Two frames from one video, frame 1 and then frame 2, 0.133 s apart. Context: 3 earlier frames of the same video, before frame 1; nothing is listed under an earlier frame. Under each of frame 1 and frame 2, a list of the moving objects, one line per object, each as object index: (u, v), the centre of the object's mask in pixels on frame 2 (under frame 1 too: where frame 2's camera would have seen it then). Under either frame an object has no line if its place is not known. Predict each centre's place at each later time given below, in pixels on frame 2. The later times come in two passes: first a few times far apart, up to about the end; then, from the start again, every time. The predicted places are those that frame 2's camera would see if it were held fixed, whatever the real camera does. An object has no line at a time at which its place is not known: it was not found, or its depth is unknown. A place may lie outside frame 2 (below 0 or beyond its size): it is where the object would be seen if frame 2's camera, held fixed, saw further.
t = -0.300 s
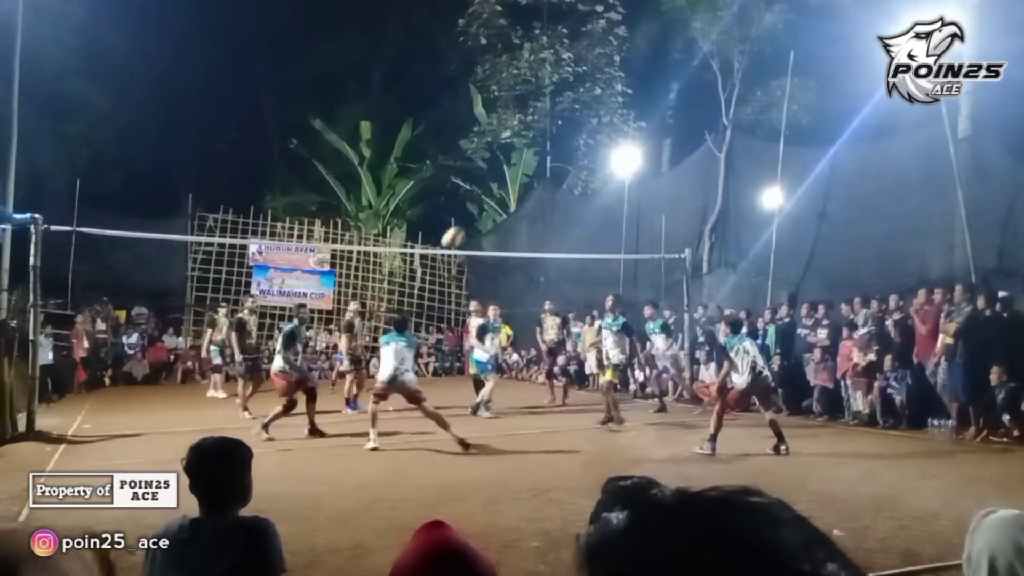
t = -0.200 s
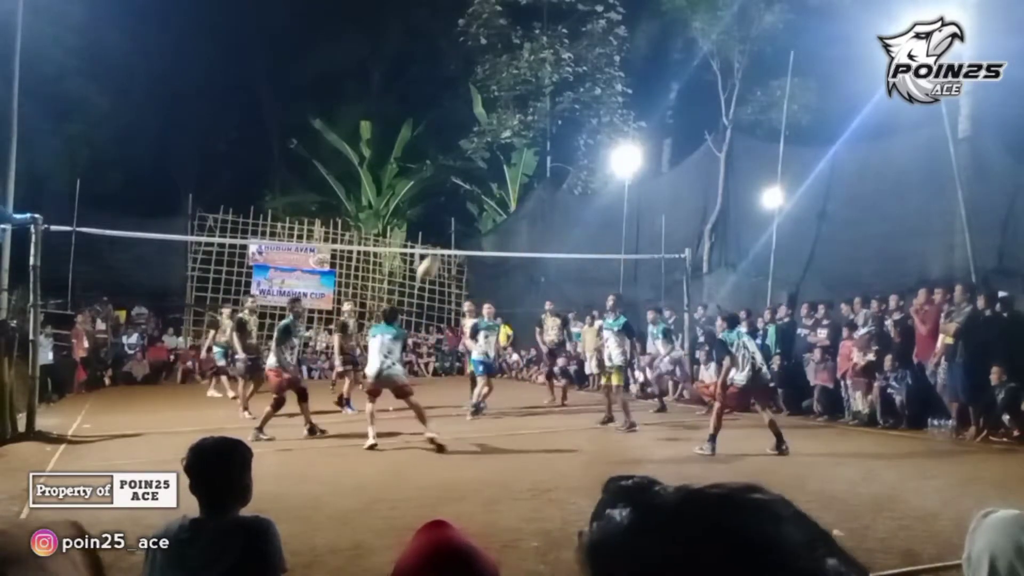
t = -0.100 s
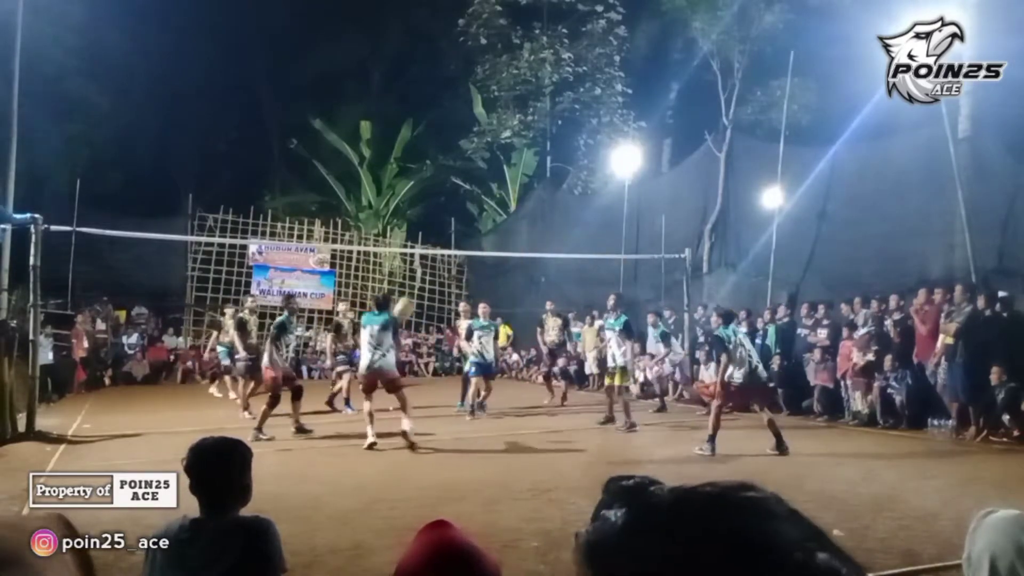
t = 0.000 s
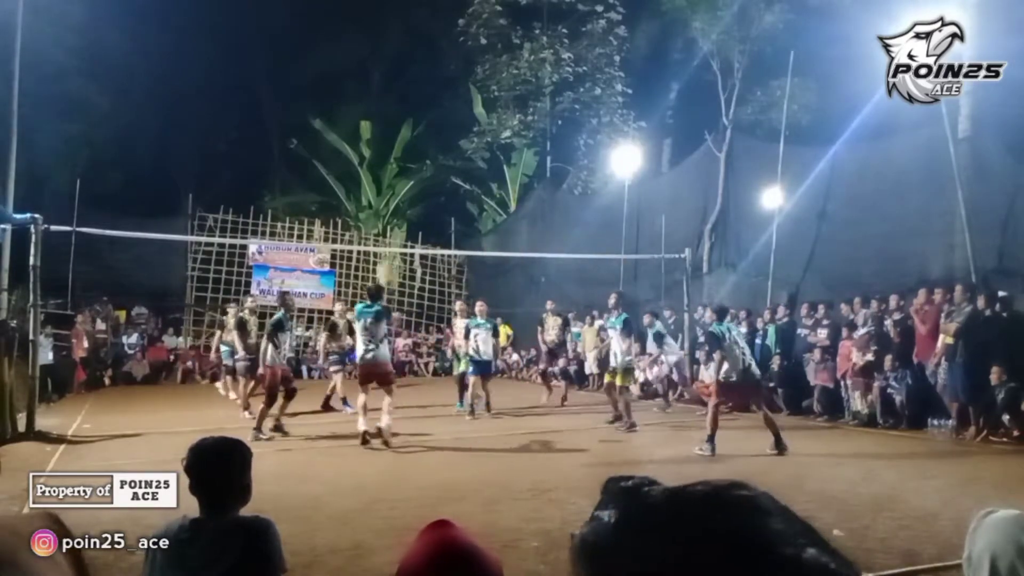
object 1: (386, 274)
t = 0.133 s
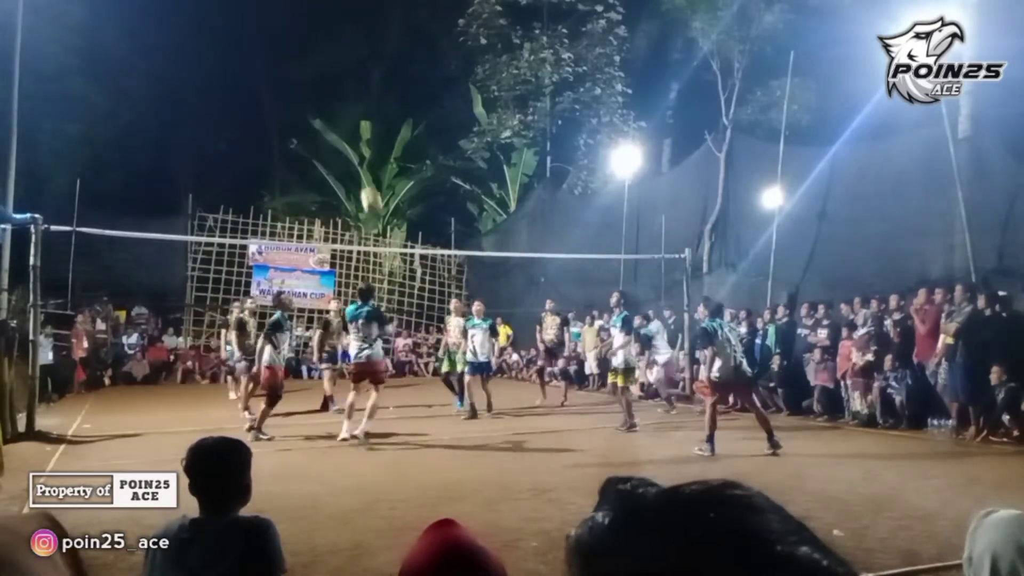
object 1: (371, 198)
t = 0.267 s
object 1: (356, 142)
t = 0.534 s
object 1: (325, 72)
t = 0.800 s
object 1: (298, 65)
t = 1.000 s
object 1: (278, 96)
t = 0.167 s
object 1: (367, 183)
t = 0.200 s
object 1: (362, 167)
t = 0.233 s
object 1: (359, 153)
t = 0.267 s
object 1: (356, 142)
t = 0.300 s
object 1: (351, 128)
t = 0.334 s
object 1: (347, 117)
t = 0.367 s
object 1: (343, 107)
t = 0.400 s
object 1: (339, 97)
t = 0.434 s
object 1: (336, 89)
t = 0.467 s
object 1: (332, 83)
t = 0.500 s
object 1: (329, 77)
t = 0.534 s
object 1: (325, 72)
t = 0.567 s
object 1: (322, 68)
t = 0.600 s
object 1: (318, 65)
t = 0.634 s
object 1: (315, 63)
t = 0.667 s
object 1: (312, 63)
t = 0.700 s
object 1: (308, 62)
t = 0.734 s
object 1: (305, 63)
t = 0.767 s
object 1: (301, 64)
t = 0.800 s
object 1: (298, 65)
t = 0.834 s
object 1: (295, 68)
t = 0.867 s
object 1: (291, 73)
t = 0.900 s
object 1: (288, 77)
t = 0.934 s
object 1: (285, 82)
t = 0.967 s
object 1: (281, 89)
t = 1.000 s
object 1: (278, 96)
